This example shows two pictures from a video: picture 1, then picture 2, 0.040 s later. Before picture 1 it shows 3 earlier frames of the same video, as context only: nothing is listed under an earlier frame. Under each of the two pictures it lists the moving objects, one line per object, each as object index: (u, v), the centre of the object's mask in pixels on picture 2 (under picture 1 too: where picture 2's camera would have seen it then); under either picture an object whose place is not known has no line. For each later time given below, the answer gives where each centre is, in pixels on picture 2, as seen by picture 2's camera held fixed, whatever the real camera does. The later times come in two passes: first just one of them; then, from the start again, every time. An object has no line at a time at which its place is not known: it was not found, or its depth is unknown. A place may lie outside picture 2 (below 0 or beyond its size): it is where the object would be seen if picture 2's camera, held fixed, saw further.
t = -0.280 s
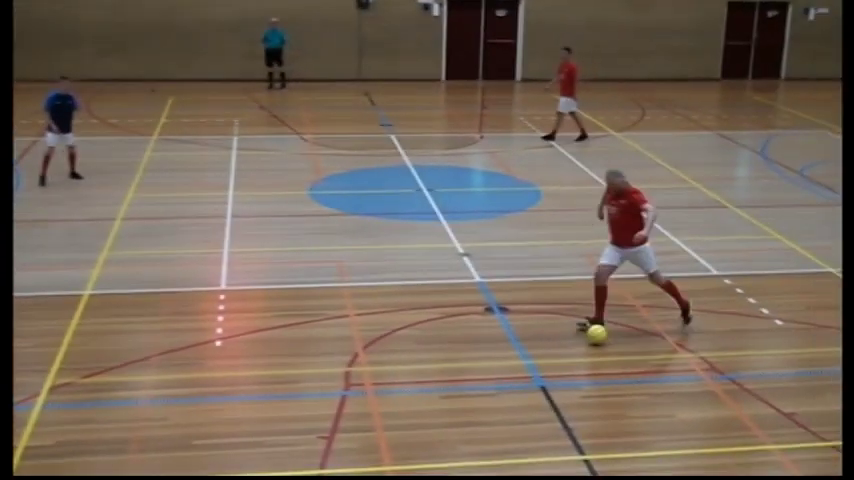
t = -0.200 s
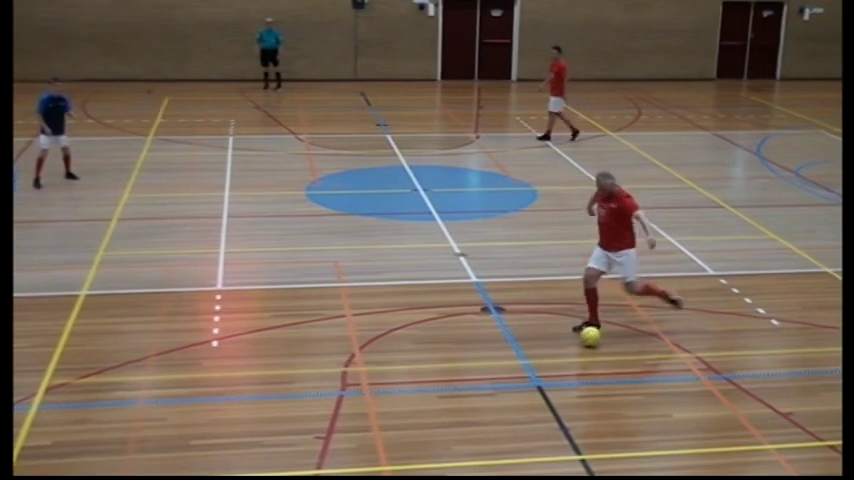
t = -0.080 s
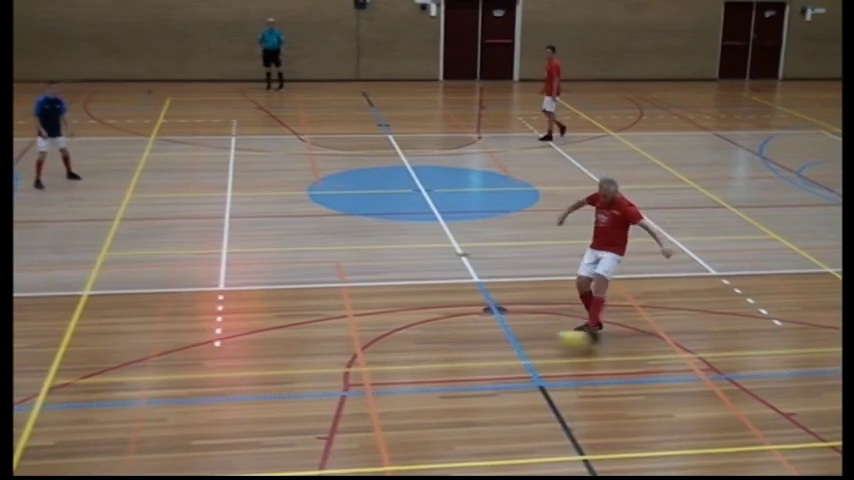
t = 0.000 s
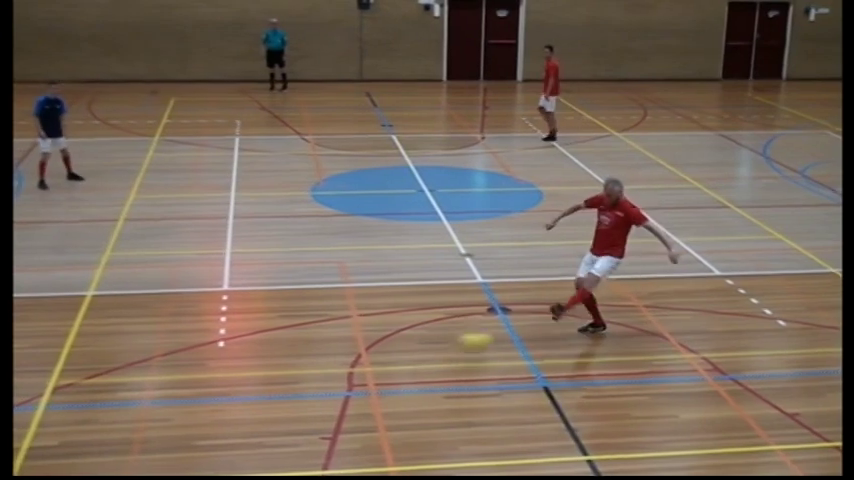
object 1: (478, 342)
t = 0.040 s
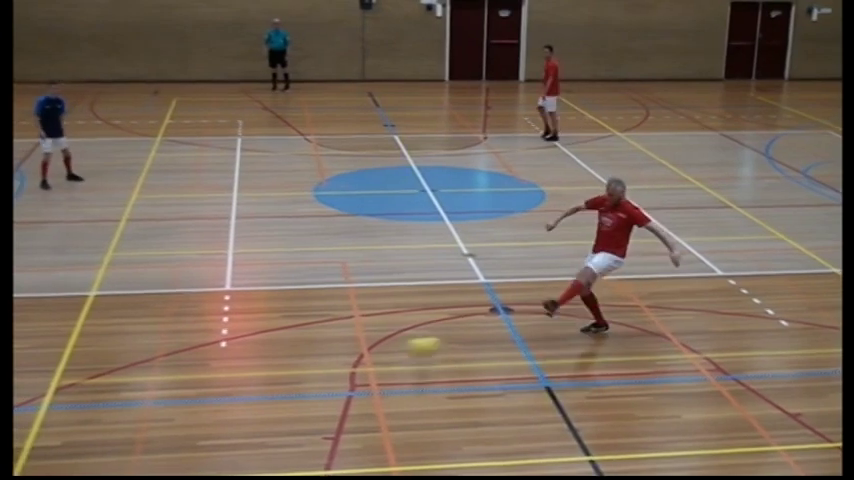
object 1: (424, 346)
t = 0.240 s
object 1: (140, 388)
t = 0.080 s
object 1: (370, 351)
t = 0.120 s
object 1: (313, 360)
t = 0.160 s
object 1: (257, 368)
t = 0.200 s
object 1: (198, 380)
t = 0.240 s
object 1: (140, 388)
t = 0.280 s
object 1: (87, 390)
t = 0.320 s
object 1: (31, 392)
